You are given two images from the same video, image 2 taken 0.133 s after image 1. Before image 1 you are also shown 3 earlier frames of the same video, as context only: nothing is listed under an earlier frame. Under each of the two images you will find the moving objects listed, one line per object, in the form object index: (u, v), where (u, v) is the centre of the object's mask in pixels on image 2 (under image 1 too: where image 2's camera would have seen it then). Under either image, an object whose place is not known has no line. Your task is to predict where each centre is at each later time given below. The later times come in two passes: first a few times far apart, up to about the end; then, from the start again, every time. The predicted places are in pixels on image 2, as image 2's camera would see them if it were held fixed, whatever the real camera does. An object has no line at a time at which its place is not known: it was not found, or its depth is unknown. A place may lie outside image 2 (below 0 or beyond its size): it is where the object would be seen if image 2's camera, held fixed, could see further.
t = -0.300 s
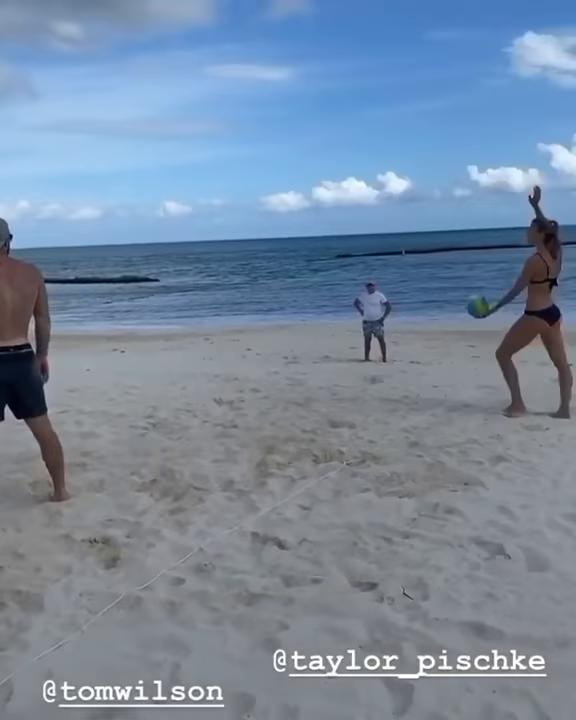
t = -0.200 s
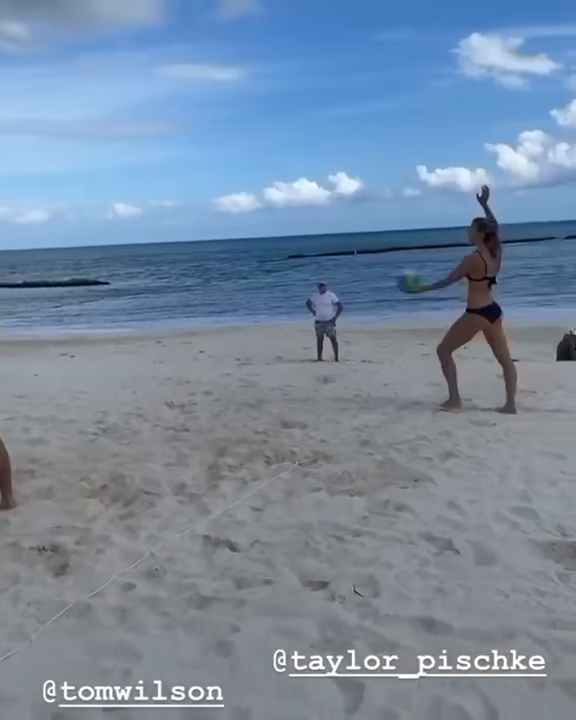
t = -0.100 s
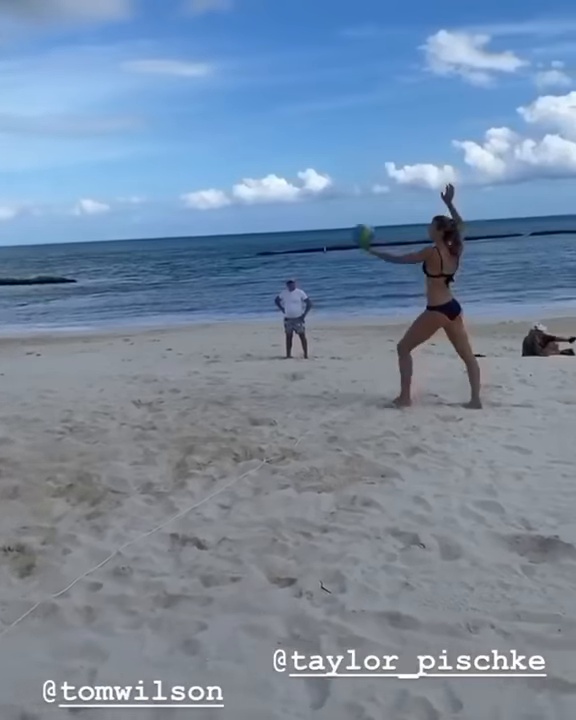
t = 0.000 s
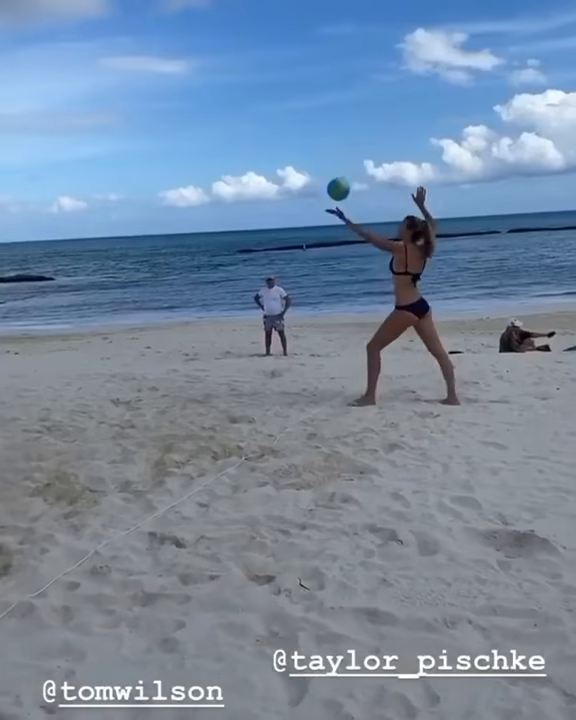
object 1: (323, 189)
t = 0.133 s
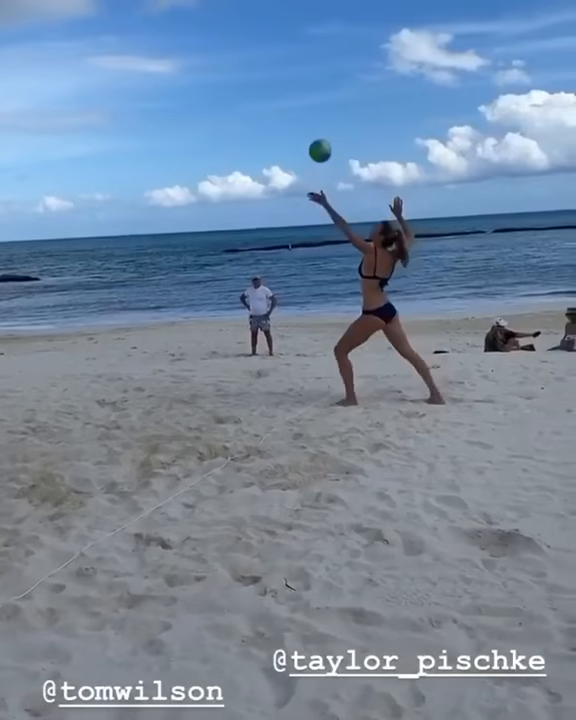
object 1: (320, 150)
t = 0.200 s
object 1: (319, 139)
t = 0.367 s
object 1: (317, 130)
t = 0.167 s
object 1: (319, 144)
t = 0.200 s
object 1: (319, 139)
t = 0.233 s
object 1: (318, 135)
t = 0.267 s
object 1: (318, 132)
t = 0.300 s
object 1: (317, 130)
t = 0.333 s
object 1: (317, 130)
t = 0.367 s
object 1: (317, 130)
